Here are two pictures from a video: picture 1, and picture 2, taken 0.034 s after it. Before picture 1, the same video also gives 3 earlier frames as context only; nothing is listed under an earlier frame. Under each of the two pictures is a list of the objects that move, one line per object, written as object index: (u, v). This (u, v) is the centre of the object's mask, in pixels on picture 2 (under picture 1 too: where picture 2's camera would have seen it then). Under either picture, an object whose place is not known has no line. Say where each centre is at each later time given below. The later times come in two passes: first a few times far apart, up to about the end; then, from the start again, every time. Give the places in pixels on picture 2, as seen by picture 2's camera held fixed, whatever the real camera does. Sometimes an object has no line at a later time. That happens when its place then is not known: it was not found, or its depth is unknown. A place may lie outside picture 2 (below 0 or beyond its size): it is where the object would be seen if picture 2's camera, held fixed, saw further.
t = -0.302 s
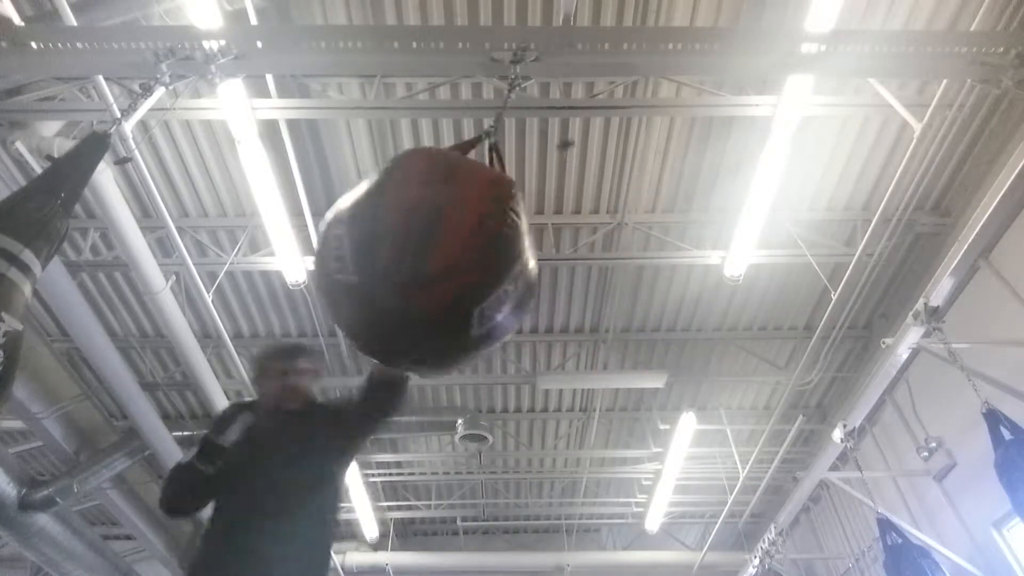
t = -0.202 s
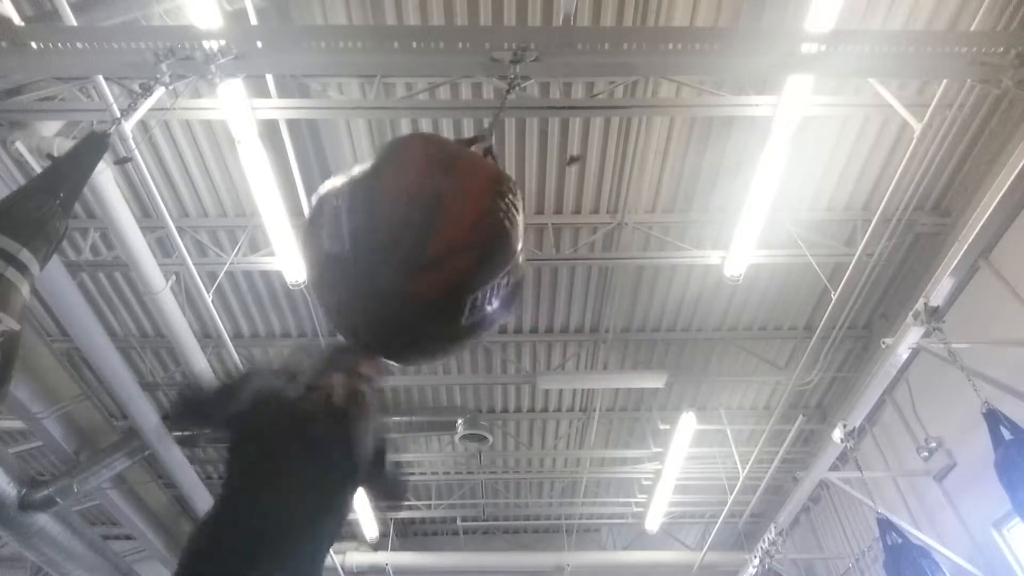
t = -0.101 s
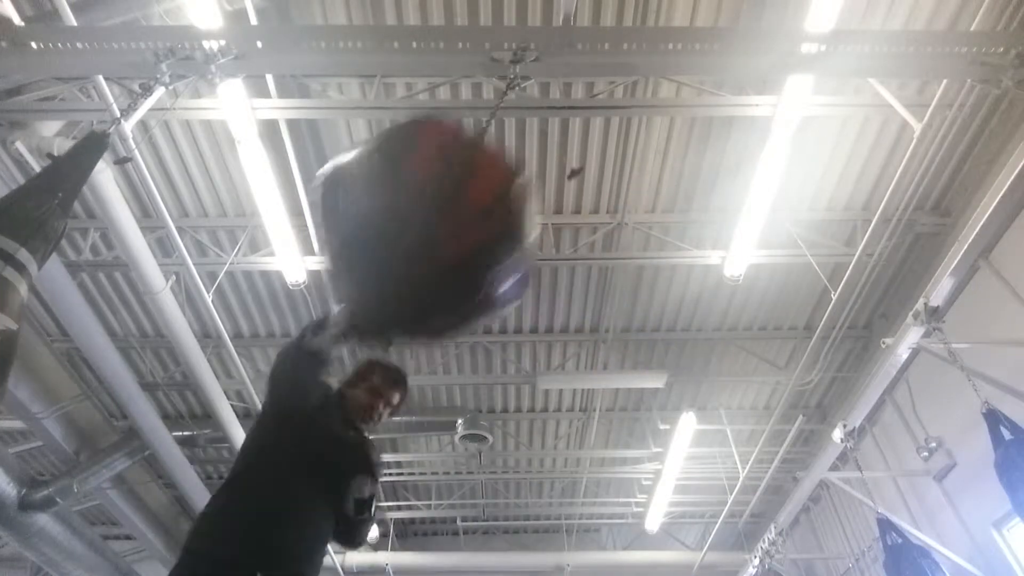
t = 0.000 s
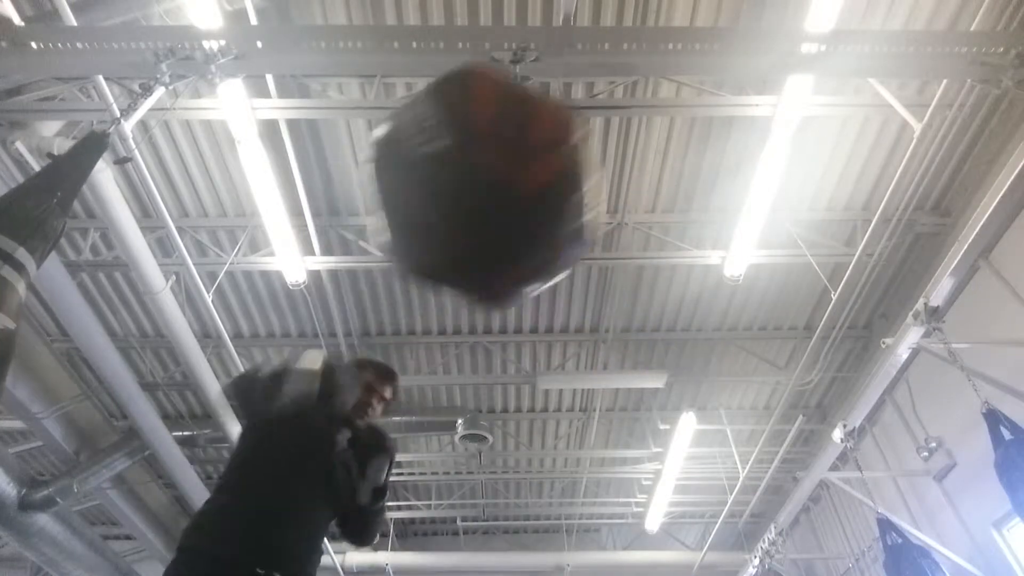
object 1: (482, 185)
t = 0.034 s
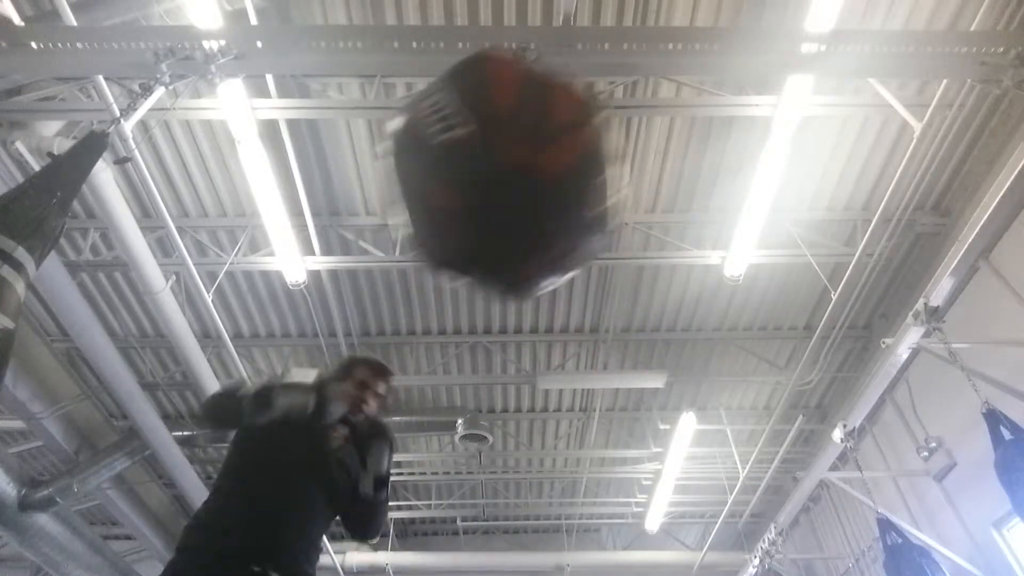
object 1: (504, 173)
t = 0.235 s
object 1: (633, 112)
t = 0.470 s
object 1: (723, 111)
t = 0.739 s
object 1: (720, 201)
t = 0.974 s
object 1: (636, 291)
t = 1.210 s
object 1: (519, 350)
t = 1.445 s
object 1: (420, 349)
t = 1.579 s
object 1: (384, 333)
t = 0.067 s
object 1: (525, 160)
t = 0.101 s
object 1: (546, 147)
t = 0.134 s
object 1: (570, 137)
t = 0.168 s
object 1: (590, 125)
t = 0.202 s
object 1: (613, 117)
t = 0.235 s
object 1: (633, 112)
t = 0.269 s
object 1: (654, 107)
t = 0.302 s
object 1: (668, 102)
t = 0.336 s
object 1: (681, 104)
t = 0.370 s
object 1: (695, 106)
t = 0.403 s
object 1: (706, 107)
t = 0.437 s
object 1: (712, 108)
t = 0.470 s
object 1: (723, 111)
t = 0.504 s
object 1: (734, 118)
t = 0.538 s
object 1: (737, 126)
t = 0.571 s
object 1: (740, 137)
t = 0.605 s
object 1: (736, 147)
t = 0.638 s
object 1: (735, 158)
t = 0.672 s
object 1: (732, 172)
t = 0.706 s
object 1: (730, 185)
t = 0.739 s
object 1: (720, 201)
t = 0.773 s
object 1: (712, 216)
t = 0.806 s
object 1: (702, 230)
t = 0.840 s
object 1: (693, 245)
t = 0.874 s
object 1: (681, 259)
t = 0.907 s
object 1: (666, 270)
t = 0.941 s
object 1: (650, 282)
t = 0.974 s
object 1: (636, 291)
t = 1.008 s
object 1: (619, 303)
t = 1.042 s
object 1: (603, 315)
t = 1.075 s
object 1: (585, 328)
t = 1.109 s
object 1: (570, 334)
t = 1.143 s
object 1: (550, 340)
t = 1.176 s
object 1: (533, 345)
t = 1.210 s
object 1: (519, 350)
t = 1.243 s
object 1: (500, 353)
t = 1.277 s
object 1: (484, 353)
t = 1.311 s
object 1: (470, 354)
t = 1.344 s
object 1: (456, 353)
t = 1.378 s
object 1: (446, 351)
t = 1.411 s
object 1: (431, 350)
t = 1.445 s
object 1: (420, 349)
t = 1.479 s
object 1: (410, 346)
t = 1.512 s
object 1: (402, 343)
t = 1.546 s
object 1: (393, 338)
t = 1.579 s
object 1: (384, 333)
